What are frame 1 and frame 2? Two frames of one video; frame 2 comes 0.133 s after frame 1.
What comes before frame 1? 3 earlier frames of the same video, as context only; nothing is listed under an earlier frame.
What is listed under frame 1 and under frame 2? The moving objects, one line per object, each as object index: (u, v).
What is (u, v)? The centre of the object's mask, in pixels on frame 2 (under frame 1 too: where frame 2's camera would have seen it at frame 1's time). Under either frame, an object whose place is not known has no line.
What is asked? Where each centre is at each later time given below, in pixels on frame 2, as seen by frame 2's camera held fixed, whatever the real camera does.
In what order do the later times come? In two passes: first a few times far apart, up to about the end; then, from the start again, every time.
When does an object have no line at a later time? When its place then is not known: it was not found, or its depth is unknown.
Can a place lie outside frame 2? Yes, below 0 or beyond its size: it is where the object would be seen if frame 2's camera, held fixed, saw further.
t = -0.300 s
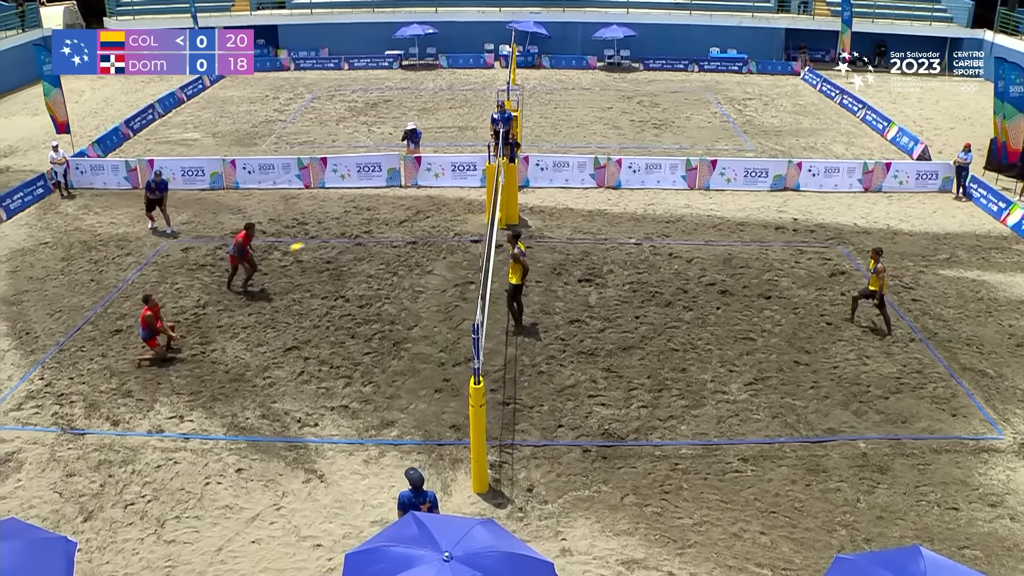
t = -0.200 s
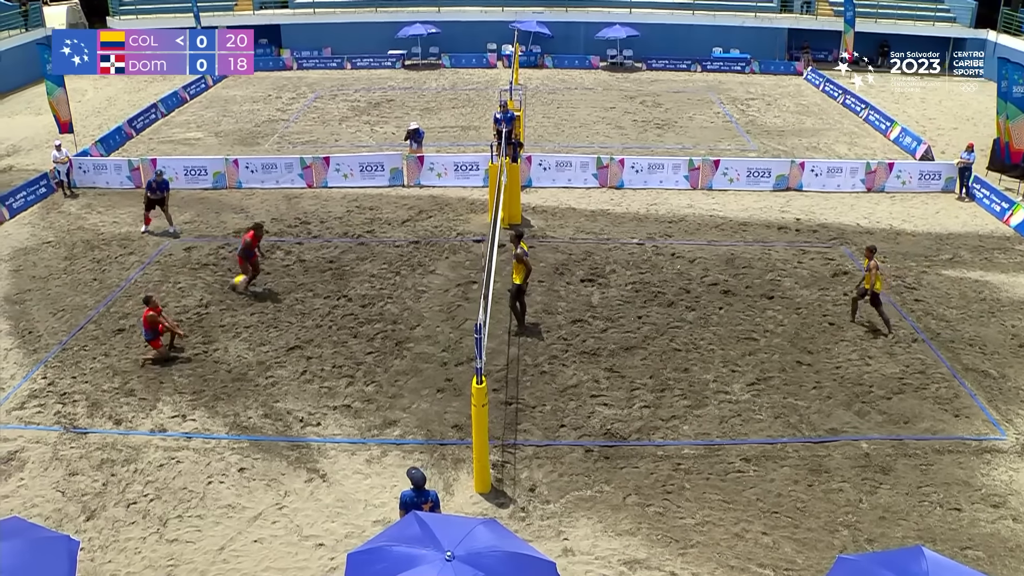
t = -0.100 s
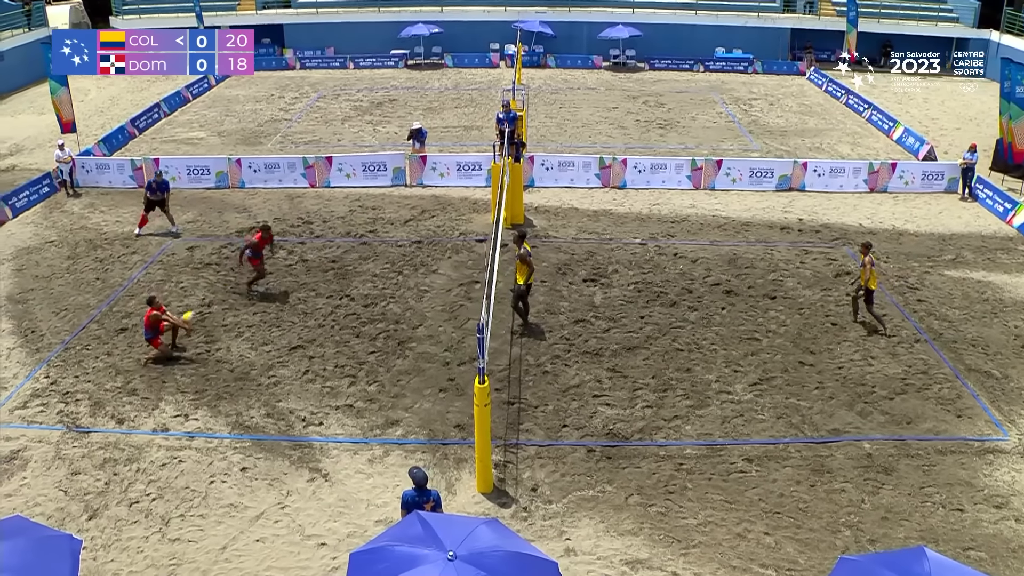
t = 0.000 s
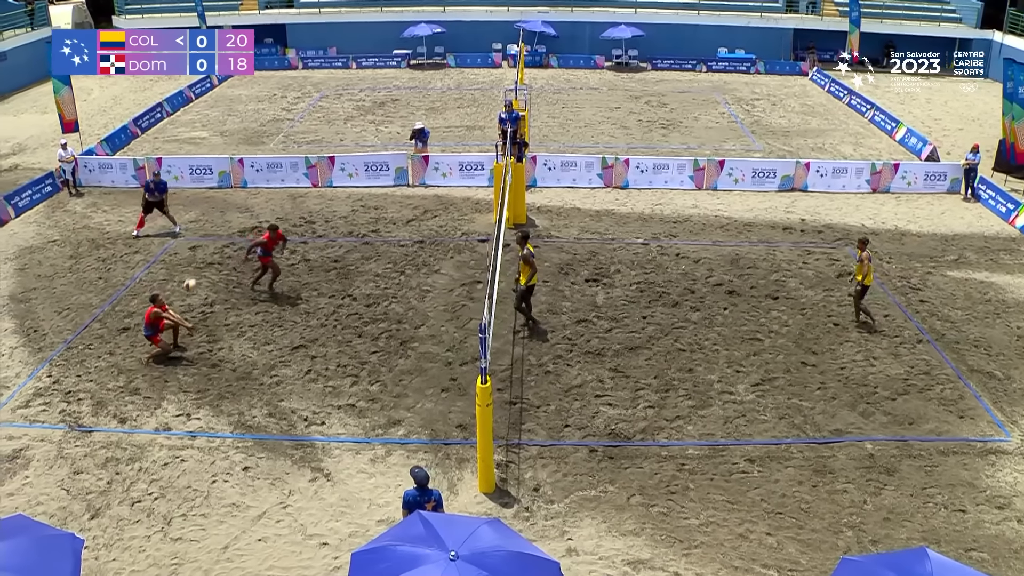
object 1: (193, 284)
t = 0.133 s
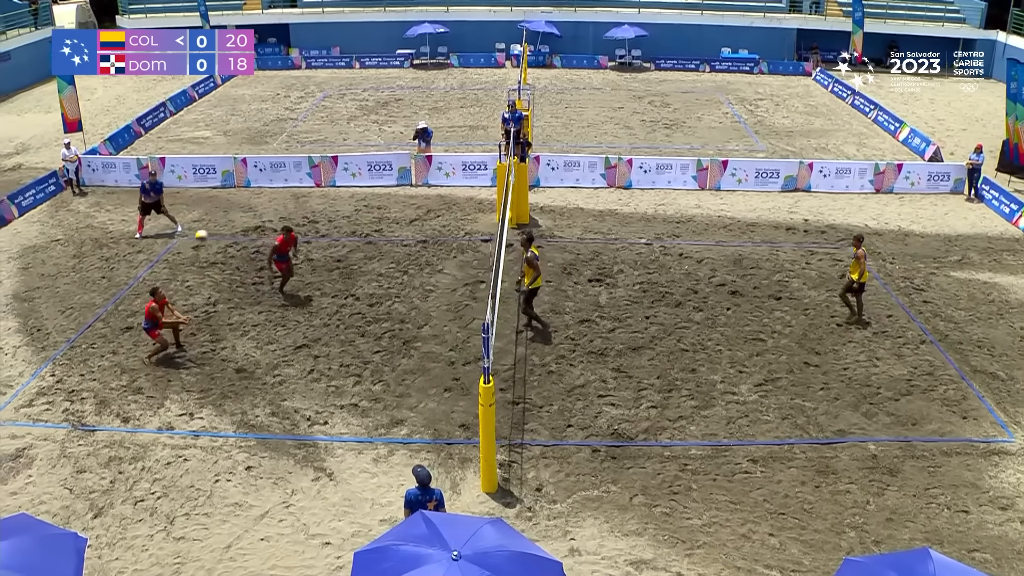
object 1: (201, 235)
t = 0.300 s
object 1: (213, 186)
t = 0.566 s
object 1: (239, 137)
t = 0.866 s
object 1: (273, 128)
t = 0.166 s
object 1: (202, 224)
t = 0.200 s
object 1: (206, 214)
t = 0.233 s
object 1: (209, 204)
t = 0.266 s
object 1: (210, 195)
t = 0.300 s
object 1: (213, 186)
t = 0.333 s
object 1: (216, 177)
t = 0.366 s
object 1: (219, 170)
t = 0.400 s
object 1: (223, 163)
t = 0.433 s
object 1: (226, 156)
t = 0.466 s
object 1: (229, 150)
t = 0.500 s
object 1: (232, 145)
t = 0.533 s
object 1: (236, 140)
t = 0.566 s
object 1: (239, 137)
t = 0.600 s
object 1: (243, 133)
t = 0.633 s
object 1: (246, 130)
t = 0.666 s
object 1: (250, 128)
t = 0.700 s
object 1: (254, 126)
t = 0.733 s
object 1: (257, 126)
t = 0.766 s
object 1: (262, 126)
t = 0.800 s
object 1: (266, 125)
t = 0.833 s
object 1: (270, 127)
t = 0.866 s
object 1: (273, 128)
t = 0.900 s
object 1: (278, 131)
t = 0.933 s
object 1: (282, 134)
